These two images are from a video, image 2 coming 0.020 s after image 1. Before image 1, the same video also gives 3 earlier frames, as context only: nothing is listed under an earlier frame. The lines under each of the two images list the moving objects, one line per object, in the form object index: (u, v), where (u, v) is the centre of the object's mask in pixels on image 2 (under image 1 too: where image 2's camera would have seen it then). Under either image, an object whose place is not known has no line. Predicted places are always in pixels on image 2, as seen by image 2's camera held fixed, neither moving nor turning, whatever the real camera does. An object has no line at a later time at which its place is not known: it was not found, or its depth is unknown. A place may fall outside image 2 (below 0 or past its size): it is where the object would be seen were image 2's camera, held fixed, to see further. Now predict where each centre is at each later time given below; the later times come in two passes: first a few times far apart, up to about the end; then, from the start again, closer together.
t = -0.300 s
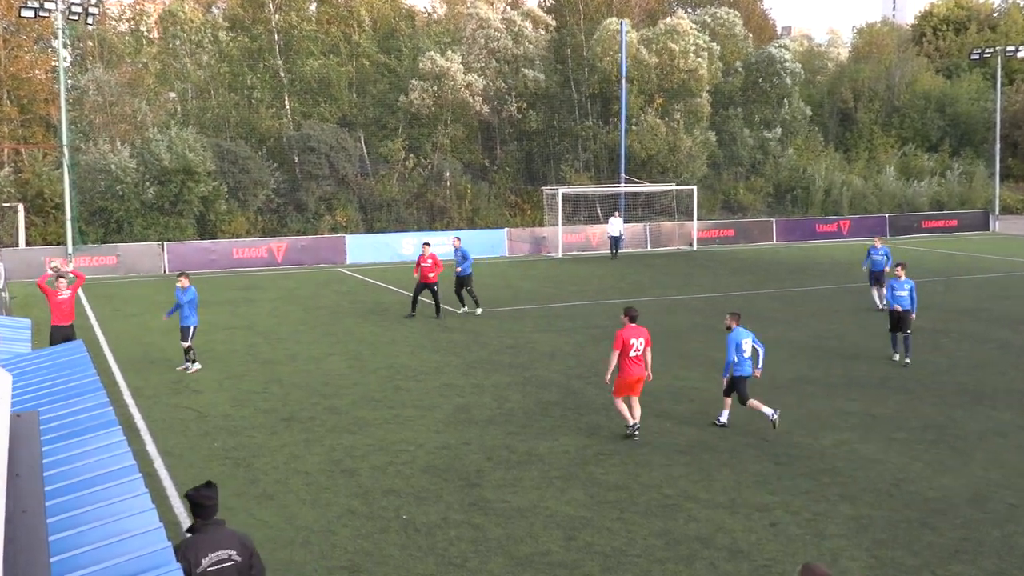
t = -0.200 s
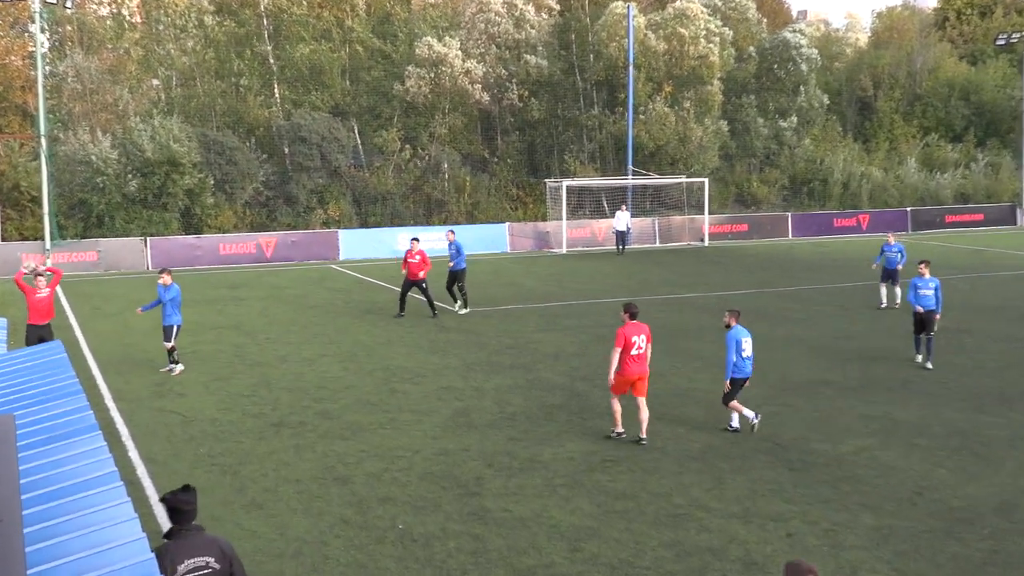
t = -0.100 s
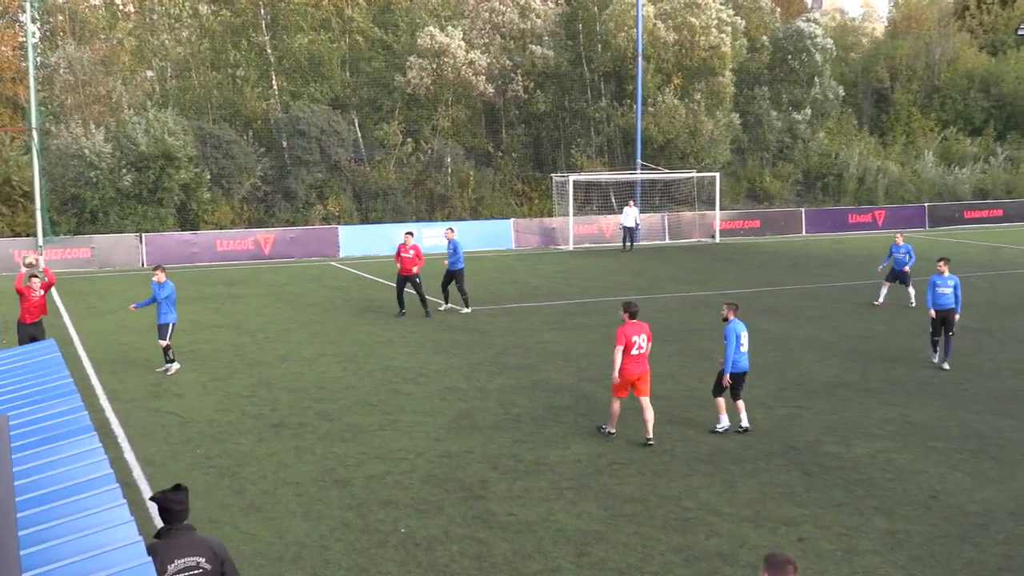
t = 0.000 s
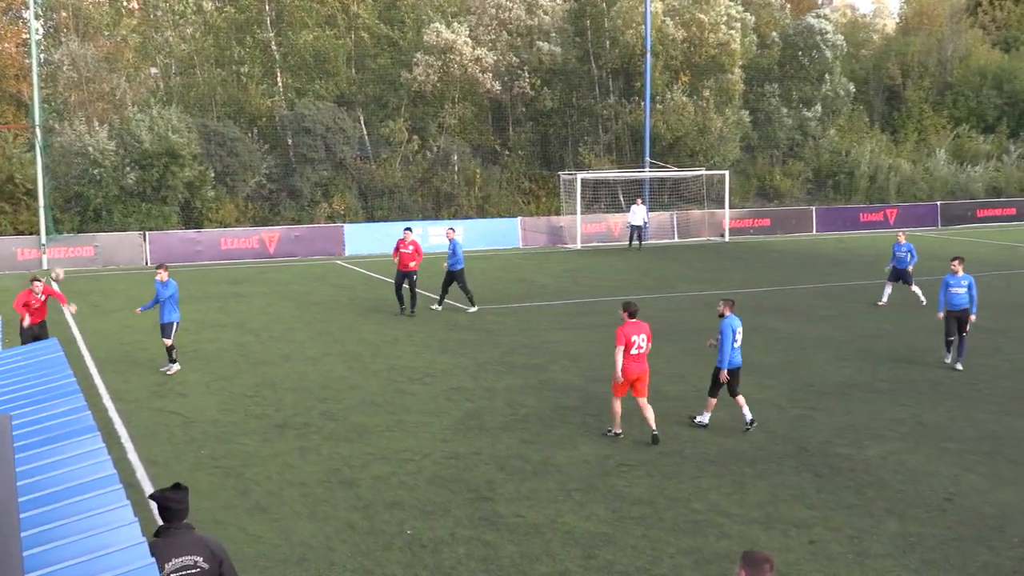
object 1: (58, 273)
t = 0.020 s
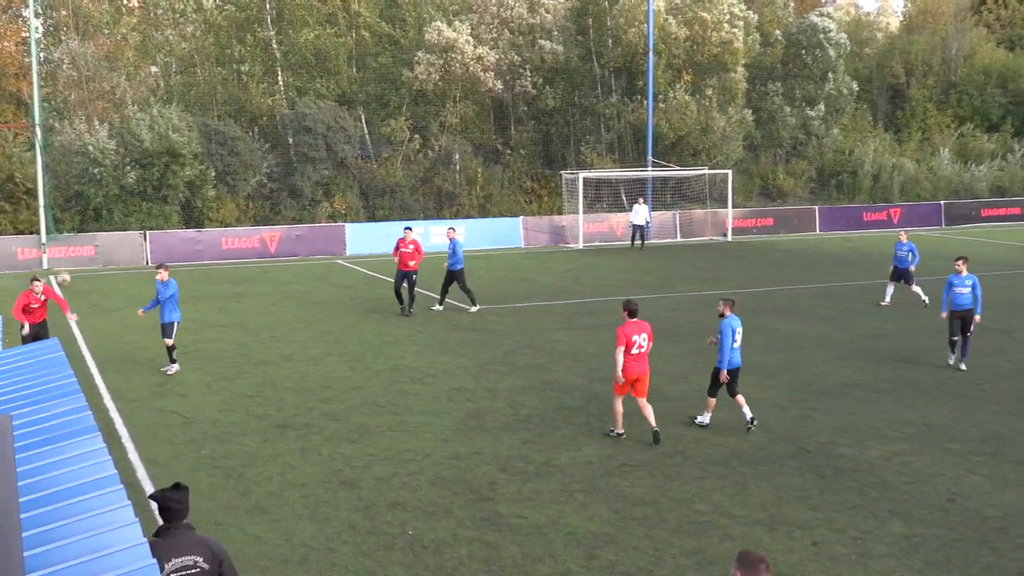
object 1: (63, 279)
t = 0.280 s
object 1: (148, 397)
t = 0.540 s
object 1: (236, 455)
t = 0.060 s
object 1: (75, 292)
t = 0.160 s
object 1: (107, 331)
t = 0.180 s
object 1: (113, 341)
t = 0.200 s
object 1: (120, 351)
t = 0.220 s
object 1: (127, 361)
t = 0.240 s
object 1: (134, 372)
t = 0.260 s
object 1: (141, 385)
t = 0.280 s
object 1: (148, 397)
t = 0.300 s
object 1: (155, 409)
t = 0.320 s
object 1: (162, 423)
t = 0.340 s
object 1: (170, 438)
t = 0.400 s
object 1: (196, 489)
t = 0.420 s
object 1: (202, 493)
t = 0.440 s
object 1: (207, 484)
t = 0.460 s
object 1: (212, 477)
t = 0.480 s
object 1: (218, 471)
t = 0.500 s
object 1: (224, 467)
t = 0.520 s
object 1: (230, 460)
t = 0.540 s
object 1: (236, 455)
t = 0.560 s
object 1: (242, 451)
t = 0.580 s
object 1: (247, 447)
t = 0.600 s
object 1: (254, 441)
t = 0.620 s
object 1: (260, 437)
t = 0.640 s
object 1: (266, 433)
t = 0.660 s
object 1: (272, 430)
